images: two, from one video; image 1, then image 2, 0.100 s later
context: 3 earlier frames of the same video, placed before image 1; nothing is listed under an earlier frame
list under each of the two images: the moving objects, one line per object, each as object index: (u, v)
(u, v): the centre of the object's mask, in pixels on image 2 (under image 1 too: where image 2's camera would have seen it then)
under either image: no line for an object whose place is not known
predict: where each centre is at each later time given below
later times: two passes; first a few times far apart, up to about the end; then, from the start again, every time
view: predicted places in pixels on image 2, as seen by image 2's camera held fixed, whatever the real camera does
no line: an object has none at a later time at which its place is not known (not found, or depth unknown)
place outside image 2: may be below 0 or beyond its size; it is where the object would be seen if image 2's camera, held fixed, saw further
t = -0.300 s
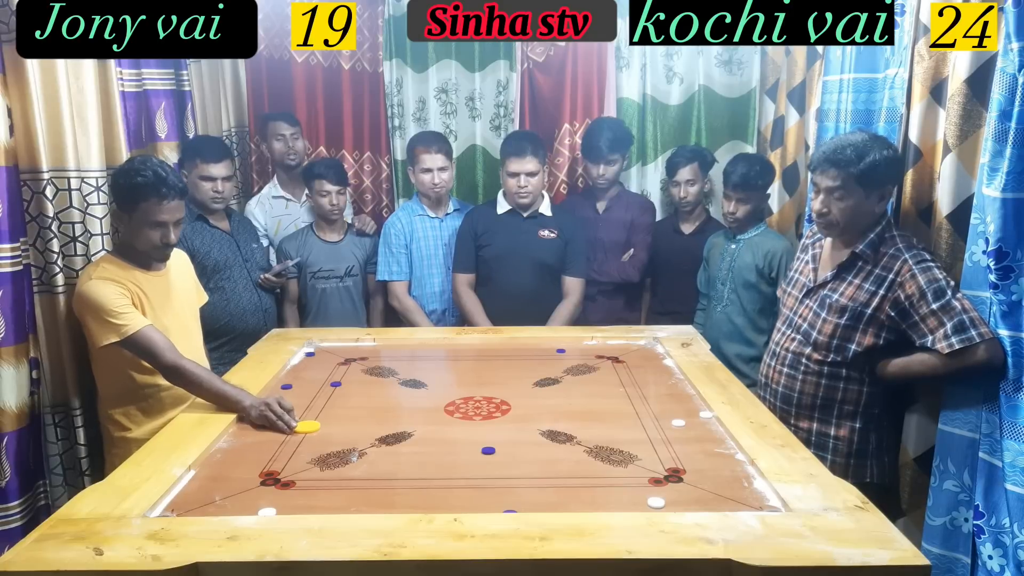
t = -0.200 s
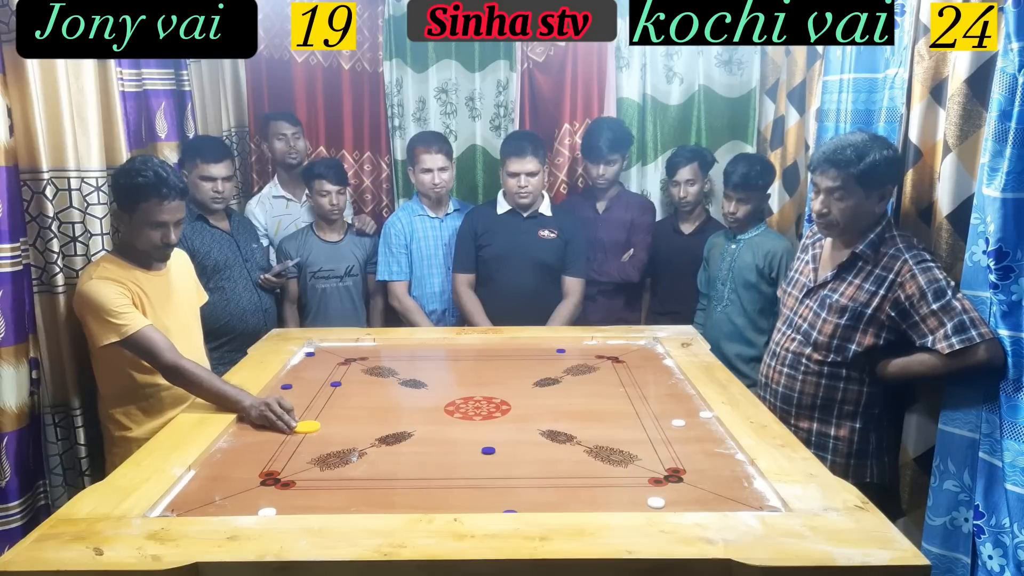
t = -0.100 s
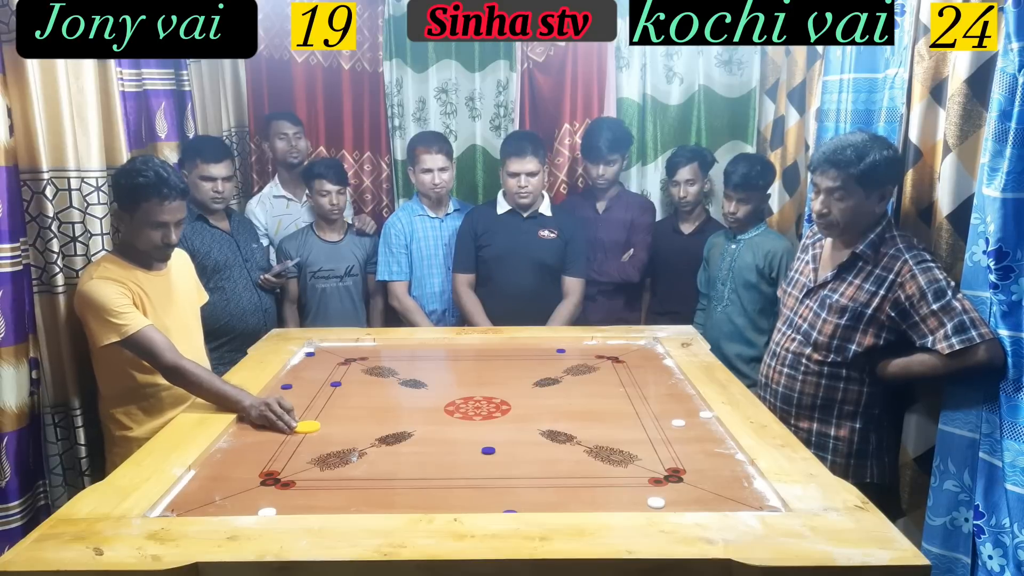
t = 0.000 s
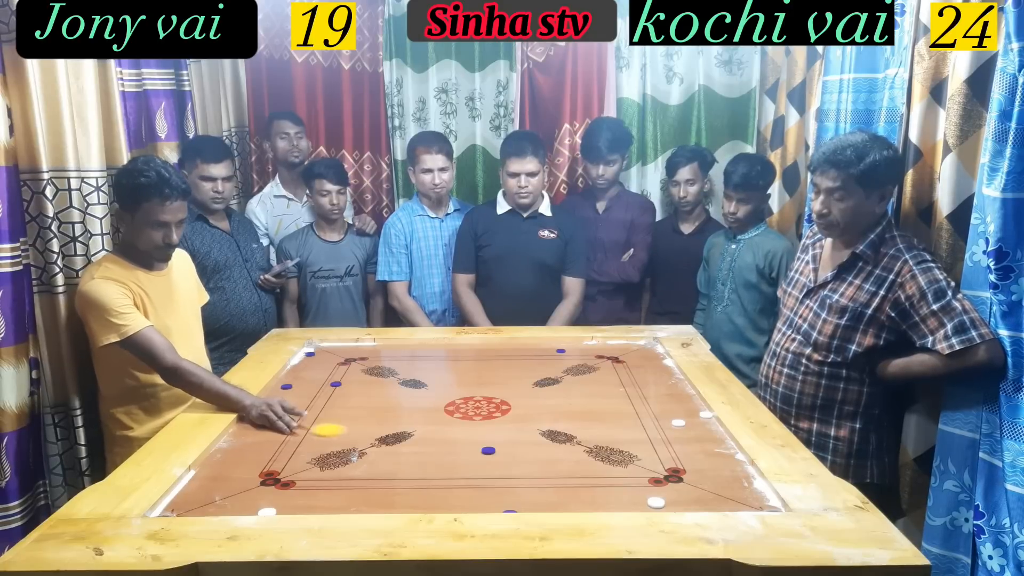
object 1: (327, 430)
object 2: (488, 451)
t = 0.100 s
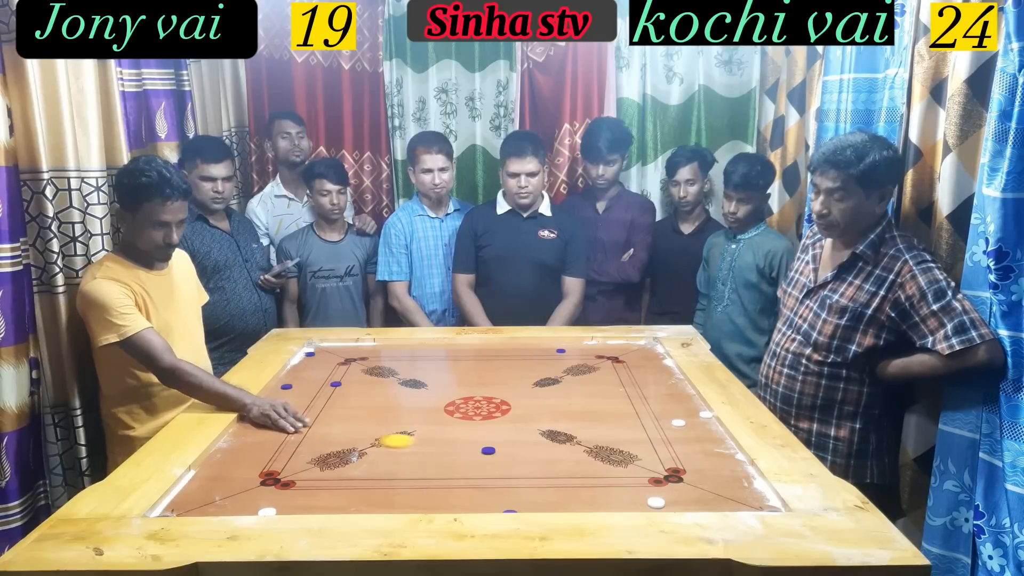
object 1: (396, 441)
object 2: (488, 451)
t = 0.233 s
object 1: (483, 456)
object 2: (523, 449)
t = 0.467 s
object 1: (596, 482)
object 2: (706, 440)
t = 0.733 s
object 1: (701, 500)
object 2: (551, 440)
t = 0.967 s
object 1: (764, 505)
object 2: (436, 439)
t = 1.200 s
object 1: (765, 506)
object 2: (345, 438)
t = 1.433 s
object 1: (765, 506)
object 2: (276, 436)
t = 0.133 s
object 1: (420, 445)
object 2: (488, 451)
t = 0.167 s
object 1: (444, 448)
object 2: (488, 451)
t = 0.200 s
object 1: (466, 452)
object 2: (490, 450)
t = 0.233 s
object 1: (483, 456)
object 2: (523, 449)
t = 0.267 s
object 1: (499, 459)
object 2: (557, 447)
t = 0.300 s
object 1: (515, 463)
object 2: (592, 445)
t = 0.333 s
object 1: (532, 467)
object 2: (624, 444)
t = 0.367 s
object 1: (547, 471)
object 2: (657, 443)
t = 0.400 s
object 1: (564, 474)
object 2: (688, 441)
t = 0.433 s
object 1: (580, 478)
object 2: (719, 440)
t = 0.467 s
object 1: (596, 482)
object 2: (706, 440)
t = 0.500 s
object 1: (612, 485)
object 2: (686, 440)
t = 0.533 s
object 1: (627, 489)
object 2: (664, 439)
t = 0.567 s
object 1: (641, 492)
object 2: (645, 440)
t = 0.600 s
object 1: (655, 494)
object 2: (625, 440)
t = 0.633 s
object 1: (667, 495)
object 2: (606, 439)
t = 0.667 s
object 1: (679, 497)
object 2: (587, 439)
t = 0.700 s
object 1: (690, 499)
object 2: (568, 440)
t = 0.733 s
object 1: (701, 500)
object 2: (551, 440)
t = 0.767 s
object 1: (712, 501)
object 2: (533, 439)
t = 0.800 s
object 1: (723, 502)
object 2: (516, 439)
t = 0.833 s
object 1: (732, 503)
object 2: (499, 439)
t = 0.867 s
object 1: (741, 504)
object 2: (482, 439)
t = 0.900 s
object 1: (749, 504)
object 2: (467, 439)
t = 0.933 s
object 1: (757, 505)
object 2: (451, 439)
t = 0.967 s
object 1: (764, 505)
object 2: (436, 439)
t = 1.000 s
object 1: (765, 506)
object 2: (423, 439)
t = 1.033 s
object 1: (765, 506)
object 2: (407, 439)
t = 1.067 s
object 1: (765, 506)
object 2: (395, 439)
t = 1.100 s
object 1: (765, 506)
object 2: (382, 439)
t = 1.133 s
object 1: (765, 506)
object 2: (369, 438)
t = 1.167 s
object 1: (765, 506)
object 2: (357, 438)
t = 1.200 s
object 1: (765, 506)
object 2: (345, 438)
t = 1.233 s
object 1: (765, 506)
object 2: (334, 438)
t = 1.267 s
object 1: (765, 506)
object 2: (323, 438)
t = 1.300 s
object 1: (765, 506)
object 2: (313, 437)
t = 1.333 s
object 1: (765, 506)
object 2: (303, 437)
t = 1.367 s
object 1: (765, 506)
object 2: (293, 437)
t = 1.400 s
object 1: (765, 506)
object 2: (285, 437)
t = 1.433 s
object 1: (765, 506)
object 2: (276, 436)
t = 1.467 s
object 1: (765, 506)
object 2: (269, 436)
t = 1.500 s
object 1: (765, 506)
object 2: (261, 436)
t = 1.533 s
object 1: (765, 506)
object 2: (255, 436)
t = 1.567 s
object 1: (765, 506)
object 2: (249, 436)
